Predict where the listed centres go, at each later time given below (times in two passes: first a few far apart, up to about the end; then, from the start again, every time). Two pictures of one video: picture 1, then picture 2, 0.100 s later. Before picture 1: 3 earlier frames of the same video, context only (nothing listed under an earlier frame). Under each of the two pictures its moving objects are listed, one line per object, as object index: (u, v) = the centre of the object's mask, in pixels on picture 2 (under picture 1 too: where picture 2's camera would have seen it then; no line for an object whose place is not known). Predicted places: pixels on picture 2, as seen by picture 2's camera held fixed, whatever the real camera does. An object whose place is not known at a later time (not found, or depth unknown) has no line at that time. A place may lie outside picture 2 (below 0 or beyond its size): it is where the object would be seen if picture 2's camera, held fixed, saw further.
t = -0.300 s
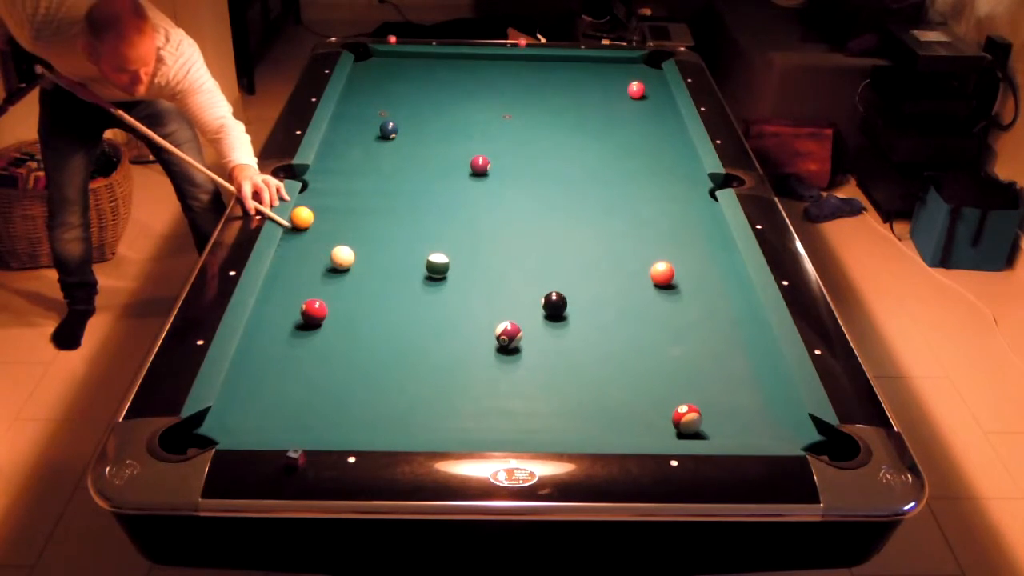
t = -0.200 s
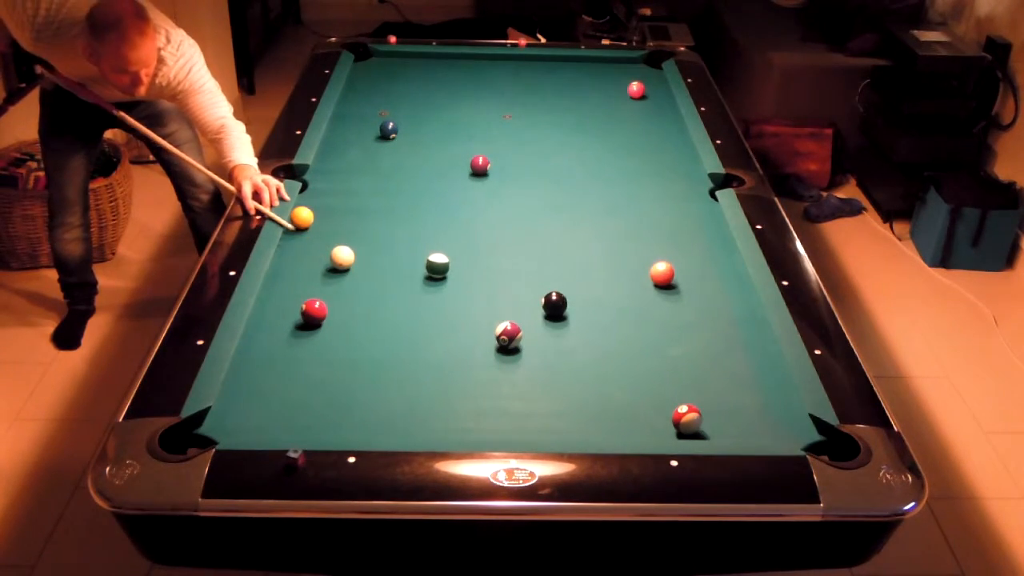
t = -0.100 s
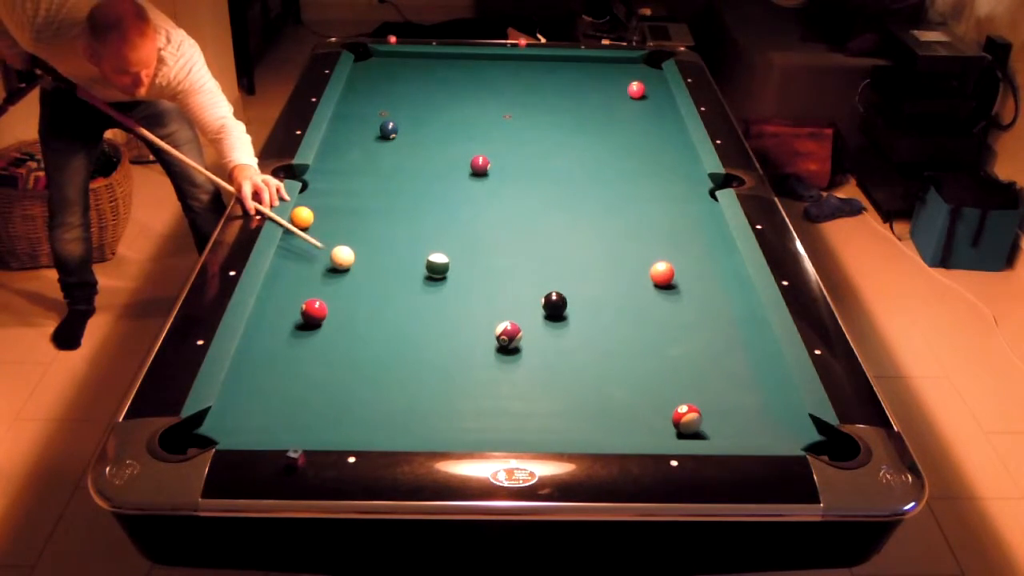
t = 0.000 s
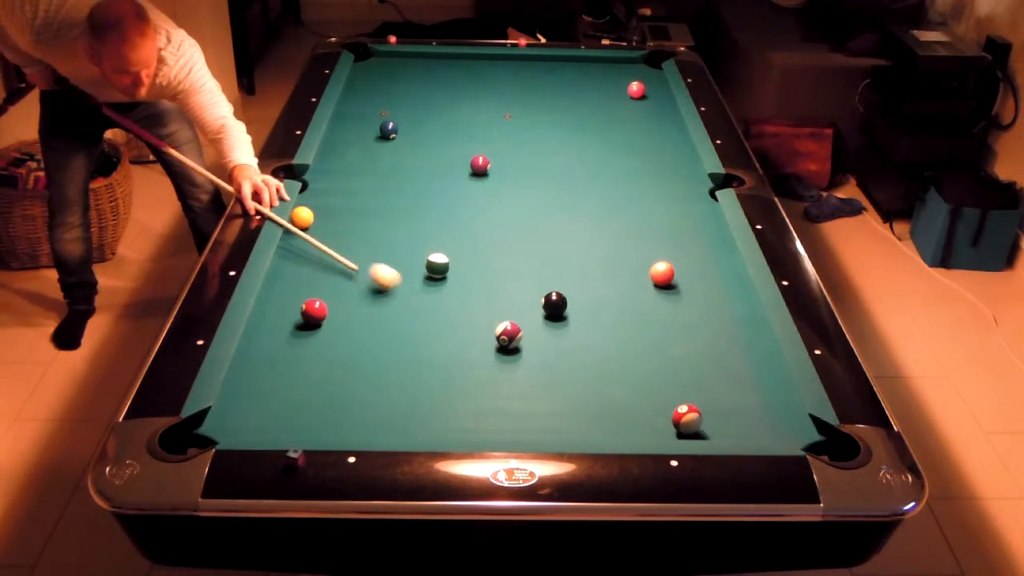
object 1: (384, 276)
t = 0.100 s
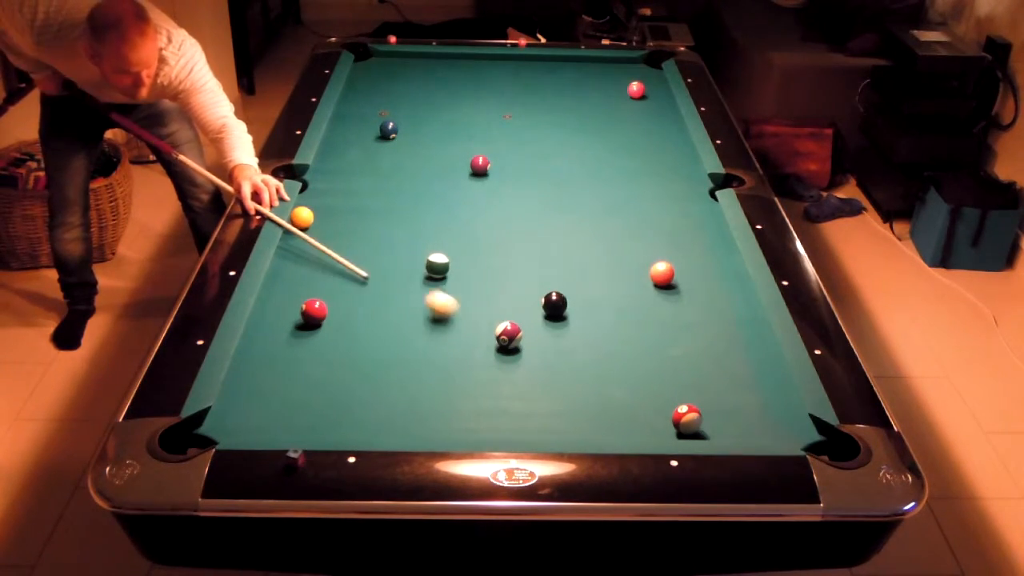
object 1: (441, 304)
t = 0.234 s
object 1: (483, 330)
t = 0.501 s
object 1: (488, 350)
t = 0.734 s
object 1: (492, 367)
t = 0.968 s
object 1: (496, 384)
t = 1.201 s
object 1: (500, 400)
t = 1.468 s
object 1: (504, 417)
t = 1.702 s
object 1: (507, 427)
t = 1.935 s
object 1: (509, 422)
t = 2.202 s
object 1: (512, 415)
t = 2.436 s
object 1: (513, 410)
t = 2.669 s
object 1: (513, 407)
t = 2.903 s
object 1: (512, 405)
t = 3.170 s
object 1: (511, 405)
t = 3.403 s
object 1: (511, 406)
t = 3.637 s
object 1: (511, 405)
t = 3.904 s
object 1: (511, 405)
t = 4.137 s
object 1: (511, 405)
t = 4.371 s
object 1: (511, 406)
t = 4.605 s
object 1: (511, 406)
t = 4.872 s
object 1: (511, 406)
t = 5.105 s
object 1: (511, 405)
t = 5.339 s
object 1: (511, 405)
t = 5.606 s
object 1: (511, 405)
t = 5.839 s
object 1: (511, 406)
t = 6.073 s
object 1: (511, 406)
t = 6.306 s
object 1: (511, 406)
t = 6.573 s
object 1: (511, 405)
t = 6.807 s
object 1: (511, 405)
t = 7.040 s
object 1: (511, 405)
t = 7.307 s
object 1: (511, 405)
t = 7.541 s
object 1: (511, 405)
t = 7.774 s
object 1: (511, 406)
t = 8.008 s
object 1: (511, 406)
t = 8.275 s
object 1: (511, 406)
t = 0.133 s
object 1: (459, 313)
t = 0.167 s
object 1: (477, 321)
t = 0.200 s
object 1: (484, 327)
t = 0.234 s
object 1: (483, 330)
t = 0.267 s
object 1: (484, 332)
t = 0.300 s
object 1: (484, 335)
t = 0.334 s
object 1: (485, 337)
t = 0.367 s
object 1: (486, 340)
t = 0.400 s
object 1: (486, 342)
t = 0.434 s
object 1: (487, 344)
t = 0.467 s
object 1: (488, 347)
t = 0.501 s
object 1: (488, 350)
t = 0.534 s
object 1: (489, 352)
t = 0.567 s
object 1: (489, 355)
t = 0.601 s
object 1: (490, 357)
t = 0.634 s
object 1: (490, 360)
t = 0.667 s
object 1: (491, 362)
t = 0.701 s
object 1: (492, 364)
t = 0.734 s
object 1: (492, 367)
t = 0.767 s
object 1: (493, 369)
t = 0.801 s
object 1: (493, 372)
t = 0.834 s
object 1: (494, 374)
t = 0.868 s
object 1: (494, 377)
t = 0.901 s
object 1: (495, 379)
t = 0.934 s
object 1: (495, 381)
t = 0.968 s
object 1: (496, 384)
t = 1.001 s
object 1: (496, 386)
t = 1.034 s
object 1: (497, 388)
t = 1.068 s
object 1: (497, 391)
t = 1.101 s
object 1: (498, 393)
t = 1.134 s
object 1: (499, 395)
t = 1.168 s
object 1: (499, 398)
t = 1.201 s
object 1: (500, 400)
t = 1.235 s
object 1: (501, 402)
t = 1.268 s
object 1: (501, 405)
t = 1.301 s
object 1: (502, 407)
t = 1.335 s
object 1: (502, 409)
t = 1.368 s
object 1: (503, 411)
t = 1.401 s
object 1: (503, 413)
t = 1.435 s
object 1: (504, 415)
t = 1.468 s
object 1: (504, 417)
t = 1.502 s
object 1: (505, 419)
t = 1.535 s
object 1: (505, 421)
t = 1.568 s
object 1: (506, 423)
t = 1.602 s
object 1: (506, 424)
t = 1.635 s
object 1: (507, 425)
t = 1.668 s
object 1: (507, 427)
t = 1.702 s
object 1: (507, 427)
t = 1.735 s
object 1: (508, 426)
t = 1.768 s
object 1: (508, 426)
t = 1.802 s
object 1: (508, 425)
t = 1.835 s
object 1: (509, 424)
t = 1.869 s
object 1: (509, 424)
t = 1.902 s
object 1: (509, 423)
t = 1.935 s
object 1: (509, 422)
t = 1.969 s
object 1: (510, 422)
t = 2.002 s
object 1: (510, 421)
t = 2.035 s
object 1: (510, 420)
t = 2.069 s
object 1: (511, 418)
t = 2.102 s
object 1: (511, 417)
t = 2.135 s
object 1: (511, 416)
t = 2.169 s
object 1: (511, 415)
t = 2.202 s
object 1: (512, 415)
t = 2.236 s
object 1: (512, 414)
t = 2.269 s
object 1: (512, 414)
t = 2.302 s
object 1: (512, 412)
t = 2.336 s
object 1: (512, 412)
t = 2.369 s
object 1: (513, 411)
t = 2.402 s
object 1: (513, 411)
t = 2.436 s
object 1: (513, 410)
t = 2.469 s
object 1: (513, 410)
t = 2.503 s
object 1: (513, 409)
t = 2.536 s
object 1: (513, 408)
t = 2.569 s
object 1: (513, 408)
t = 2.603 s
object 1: (513, 408)
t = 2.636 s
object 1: (513, 407)
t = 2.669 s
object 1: (513, 407)
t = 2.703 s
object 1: (513, 407)
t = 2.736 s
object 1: (512, 406)
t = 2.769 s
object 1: (512, 406)
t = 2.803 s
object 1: (512, 406)
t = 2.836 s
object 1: (512, 406)
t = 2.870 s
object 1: (512, 406)
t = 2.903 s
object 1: (512, 405)
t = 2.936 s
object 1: (512, 405)
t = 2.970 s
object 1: (512, 405)
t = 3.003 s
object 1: (512, 405)
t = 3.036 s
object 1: (511, 405)
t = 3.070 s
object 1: (511, 405)
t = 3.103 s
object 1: (511, 406)
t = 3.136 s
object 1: (511, 406)
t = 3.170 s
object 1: (511, 405)
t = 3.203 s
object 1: (511, 405)
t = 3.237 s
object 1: (511, 406)
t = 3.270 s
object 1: (511, 406)
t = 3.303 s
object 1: (511, 406)
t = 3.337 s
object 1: (511, 406)
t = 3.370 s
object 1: (511, 406)
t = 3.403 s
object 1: (511, 406)
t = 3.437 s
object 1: (511, 406)
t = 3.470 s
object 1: (511, 405)
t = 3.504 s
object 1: (511, 406)
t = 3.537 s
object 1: (511, 405)
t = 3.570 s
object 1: (511, 405)
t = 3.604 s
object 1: (511, 405)
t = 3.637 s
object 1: (511, 405)
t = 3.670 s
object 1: (511, 405)
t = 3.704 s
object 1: (511, 405)
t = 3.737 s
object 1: (511, 405)
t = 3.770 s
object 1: (511, 405)
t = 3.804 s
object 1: (511, 405)
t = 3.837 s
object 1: (511, 405)
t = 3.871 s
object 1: (511, 405)
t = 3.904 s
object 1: (511, 405)
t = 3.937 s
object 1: (511, 405)
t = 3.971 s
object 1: (511, 405)
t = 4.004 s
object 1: (511, 405)
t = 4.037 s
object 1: (511, 405)
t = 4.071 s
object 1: (511, 405)
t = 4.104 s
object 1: (511, 405)
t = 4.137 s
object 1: (511, 405)
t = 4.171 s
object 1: (511, 405)
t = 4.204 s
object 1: (511, 406)
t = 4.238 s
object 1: (511, 406)
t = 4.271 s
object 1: (511, 406)
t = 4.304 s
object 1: (511, 406)
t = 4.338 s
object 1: (511, 406)
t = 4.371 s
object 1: (511, 406)
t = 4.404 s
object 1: (511, 406)
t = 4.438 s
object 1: (511, 406)
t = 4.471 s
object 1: (511, 406)
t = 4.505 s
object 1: (511, 406)
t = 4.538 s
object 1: (511, 406)
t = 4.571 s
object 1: (511, 406)
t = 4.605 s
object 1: (511, 406)
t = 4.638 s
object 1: (511, 406)
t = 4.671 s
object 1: (511, 406)
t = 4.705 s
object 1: (511, 406)
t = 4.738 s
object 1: (511, 406)
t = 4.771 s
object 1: (511, 406)
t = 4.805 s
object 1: (511, 406)
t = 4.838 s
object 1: (511, 406)
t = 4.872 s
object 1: (511, 406)
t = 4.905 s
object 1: (511, 406)
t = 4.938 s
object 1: (511, 406)
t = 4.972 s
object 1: (511, 406)
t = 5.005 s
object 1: (511, 406)
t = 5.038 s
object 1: (511, 406)
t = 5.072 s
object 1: (511, 405)
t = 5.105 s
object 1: (511, 405)
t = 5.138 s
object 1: (511, 405)
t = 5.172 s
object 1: (511, 405)
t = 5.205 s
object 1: (511, 405)
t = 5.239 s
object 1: (511, 405)
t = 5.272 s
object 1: (511, 405)
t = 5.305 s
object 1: (511, 405)
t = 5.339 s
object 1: (511, 405)
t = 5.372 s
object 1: (511, 405)
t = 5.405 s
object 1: (511, 405)
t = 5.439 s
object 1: (511, 405)
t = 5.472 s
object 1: (511, 405)
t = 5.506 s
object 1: (511, 405)
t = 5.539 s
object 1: (511, 405)
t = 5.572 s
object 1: (511, 405)
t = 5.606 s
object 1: (511, 405)
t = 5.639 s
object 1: (511, 405)
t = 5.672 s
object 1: (511, 406)
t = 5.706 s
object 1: (511, 406)
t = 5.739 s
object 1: (511, 406)
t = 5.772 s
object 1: (511, 406)
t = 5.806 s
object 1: (511, 406)
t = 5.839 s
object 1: (511, 406)
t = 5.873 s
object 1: (511, 406)
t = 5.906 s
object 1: (511, 406)
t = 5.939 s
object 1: (511, 406)
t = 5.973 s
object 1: (511, 406)
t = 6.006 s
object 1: (511, 406)
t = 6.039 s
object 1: (511, 406)
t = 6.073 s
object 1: (511, 406)
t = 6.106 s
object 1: (511, 406)
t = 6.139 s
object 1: (511, 406)
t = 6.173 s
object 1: (511, 406)
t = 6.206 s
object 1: (511, 406)
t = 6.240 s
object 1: (511, 406)
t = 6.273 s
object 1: (511, 406)
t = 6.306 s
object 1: (511, 406)
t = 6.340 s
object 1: (511, 406)
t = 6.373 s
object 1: (511, 406)
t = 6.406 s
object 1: (511, 405)
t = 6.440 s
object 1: (511, 406)
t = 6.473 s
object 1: (511, 405)
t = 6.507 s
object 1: (511, 405)
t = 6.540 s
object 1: (511, 406)
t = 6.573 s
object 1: (511, 405)
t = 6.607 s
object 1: (511, 405)
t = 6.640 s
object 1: (511, 405)
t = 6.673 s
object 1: (511, 405)
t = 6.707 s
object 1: (511, 405)
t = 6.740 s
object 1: (511, 405)
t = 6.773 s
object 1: (511, 405)
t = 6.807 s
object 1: (511, 405)
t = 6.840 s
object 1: (511, 405)
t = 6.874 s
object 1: (511, 405)
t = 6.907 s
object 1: (511, 405)
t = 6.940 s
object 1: (511, 405)
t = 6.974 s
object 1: (511, 405)
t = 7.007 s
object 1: (511, 405)
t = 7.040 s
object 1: (511, 405)
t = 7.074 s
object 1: (511, 405)
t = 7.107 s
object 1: (511, 405)
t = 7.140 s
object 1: (511, 405)
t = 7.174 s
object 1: (511, 405)
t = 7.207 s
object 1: (511, 405)
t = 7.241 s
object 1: (511, 405)
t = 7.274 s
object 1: (511, 405)
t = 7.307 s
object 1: (511, 405)
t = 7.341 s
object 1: (511, 405)
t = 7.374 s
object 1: (511, 405)
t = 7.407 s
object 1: (511, 405)
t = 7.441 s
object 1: (511, 405)
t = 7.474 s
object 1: (511, 405)
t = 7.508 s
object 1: (511, 405)
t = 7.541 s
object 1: (511, 405)
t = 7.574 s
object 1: (511, 405)
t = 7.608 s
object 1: (511, 405)
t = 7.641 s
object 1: (511, 405)
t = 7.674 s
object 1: (511, 405)
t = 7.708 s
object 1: (511, 405)
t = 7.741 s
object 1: (511, 405)
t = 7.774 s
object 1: (511, 406)
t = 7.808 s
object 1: (511, 406)
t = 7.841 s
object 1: (511, 406)
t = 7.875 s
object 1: (511, 406)
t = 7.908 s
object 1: (511, 406)
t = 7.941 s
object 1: (511, 406)
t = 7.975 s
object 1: (511, 406)
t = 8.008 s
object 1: (511, 406)
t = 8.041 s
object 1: (511, 406)
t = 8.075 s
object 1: (511, 406)
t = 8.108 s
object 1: (511, 406)
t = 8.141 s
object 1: (511, 406)
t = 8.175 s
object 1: (511, 406)
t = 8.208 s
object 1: (511, 406)
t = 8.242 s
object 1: (511, 406)
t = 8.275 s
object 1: (511, 406)
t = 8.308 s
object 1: (511, 406)
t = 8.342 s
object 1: (511, 406)
